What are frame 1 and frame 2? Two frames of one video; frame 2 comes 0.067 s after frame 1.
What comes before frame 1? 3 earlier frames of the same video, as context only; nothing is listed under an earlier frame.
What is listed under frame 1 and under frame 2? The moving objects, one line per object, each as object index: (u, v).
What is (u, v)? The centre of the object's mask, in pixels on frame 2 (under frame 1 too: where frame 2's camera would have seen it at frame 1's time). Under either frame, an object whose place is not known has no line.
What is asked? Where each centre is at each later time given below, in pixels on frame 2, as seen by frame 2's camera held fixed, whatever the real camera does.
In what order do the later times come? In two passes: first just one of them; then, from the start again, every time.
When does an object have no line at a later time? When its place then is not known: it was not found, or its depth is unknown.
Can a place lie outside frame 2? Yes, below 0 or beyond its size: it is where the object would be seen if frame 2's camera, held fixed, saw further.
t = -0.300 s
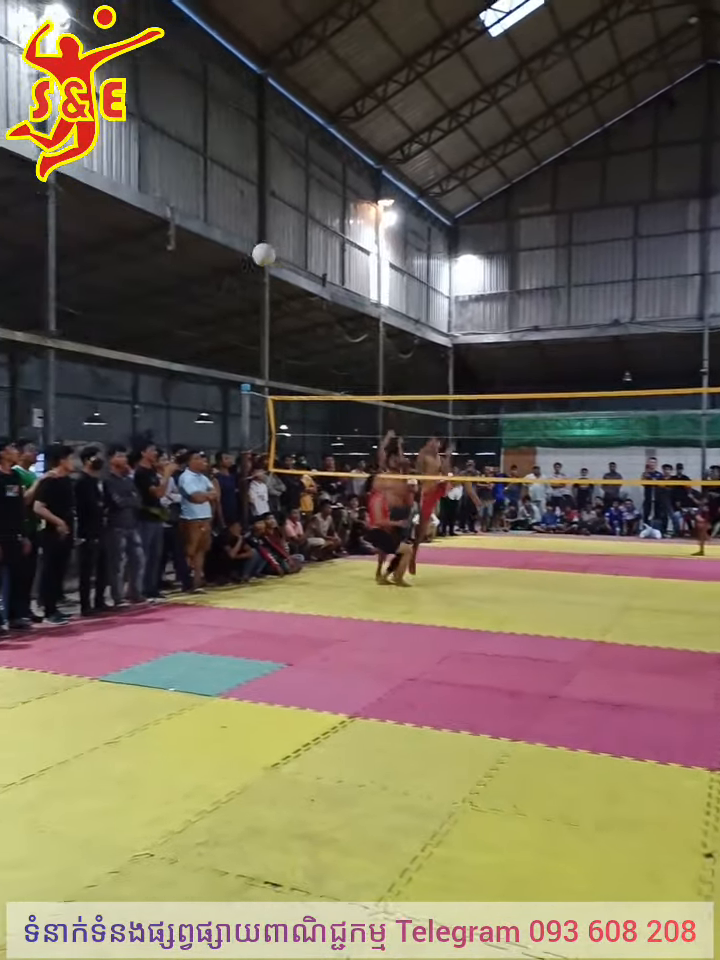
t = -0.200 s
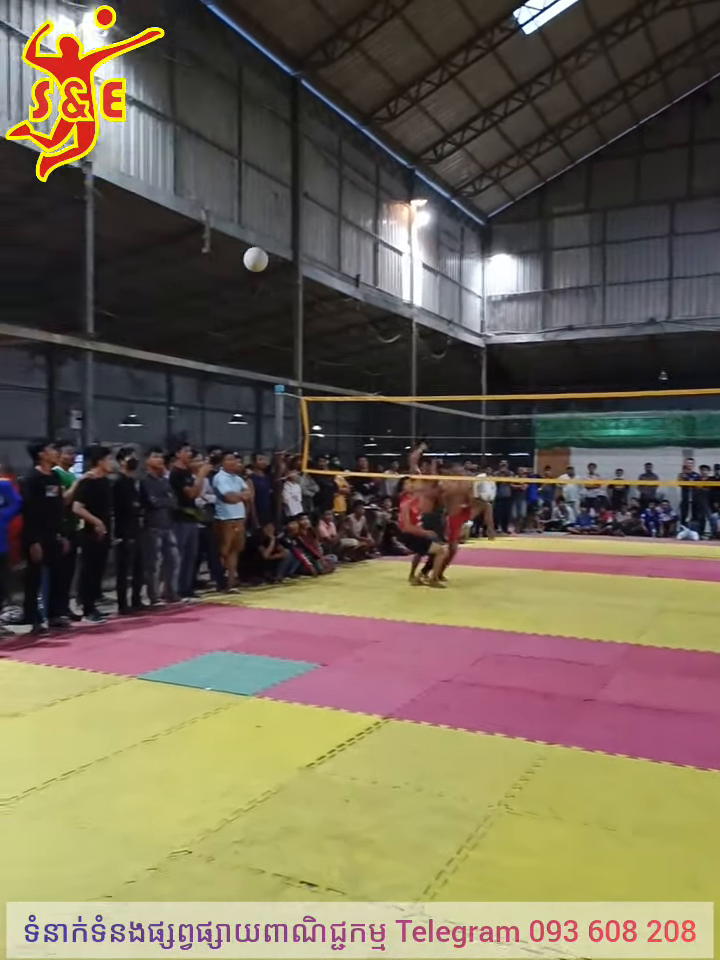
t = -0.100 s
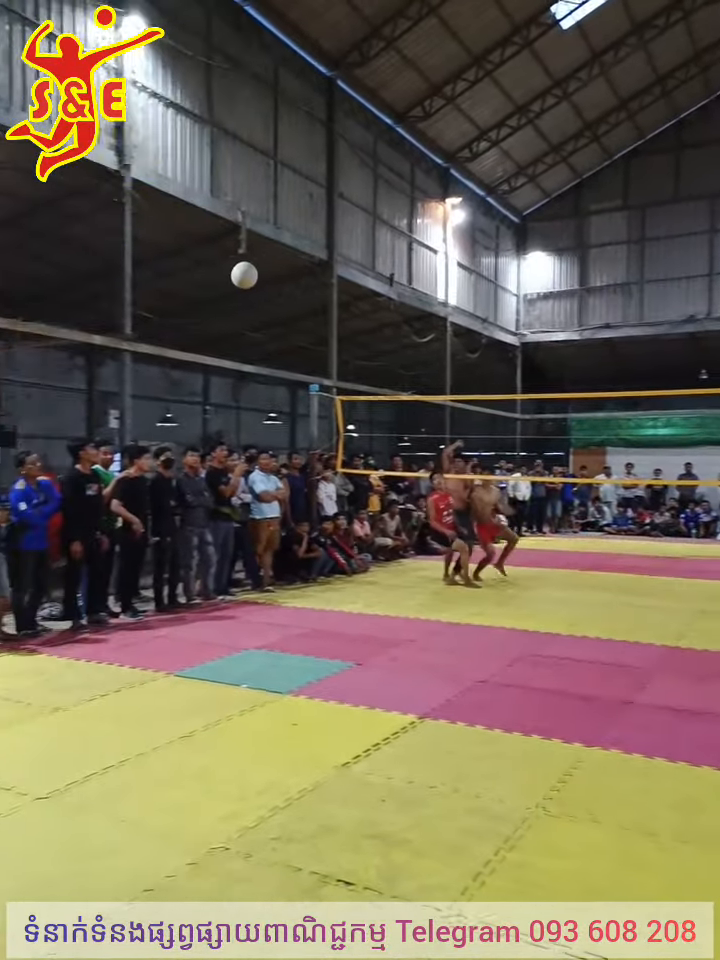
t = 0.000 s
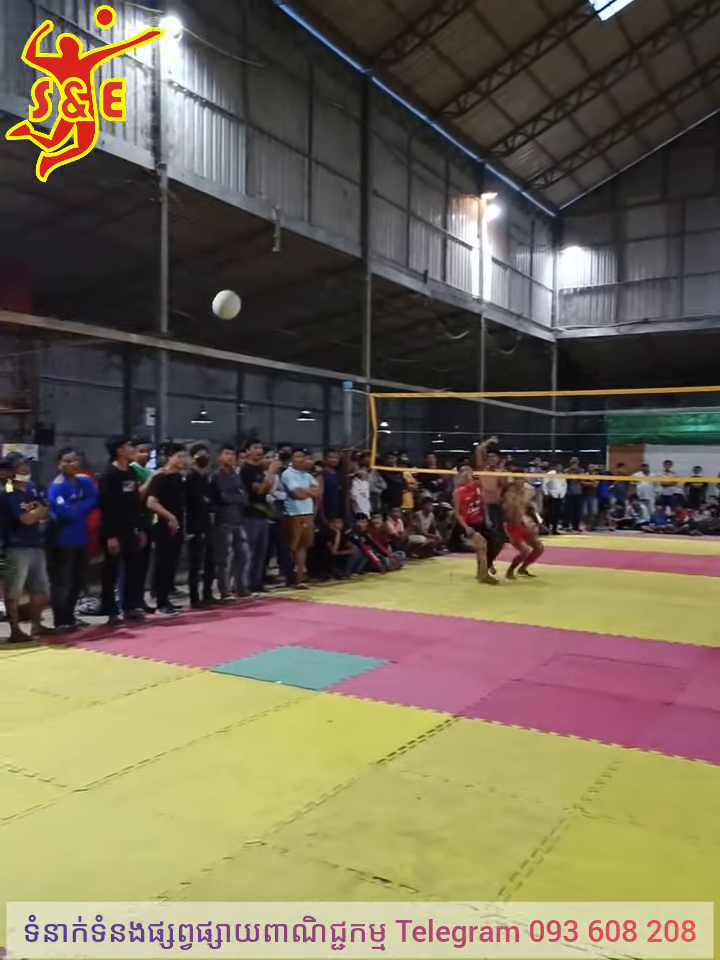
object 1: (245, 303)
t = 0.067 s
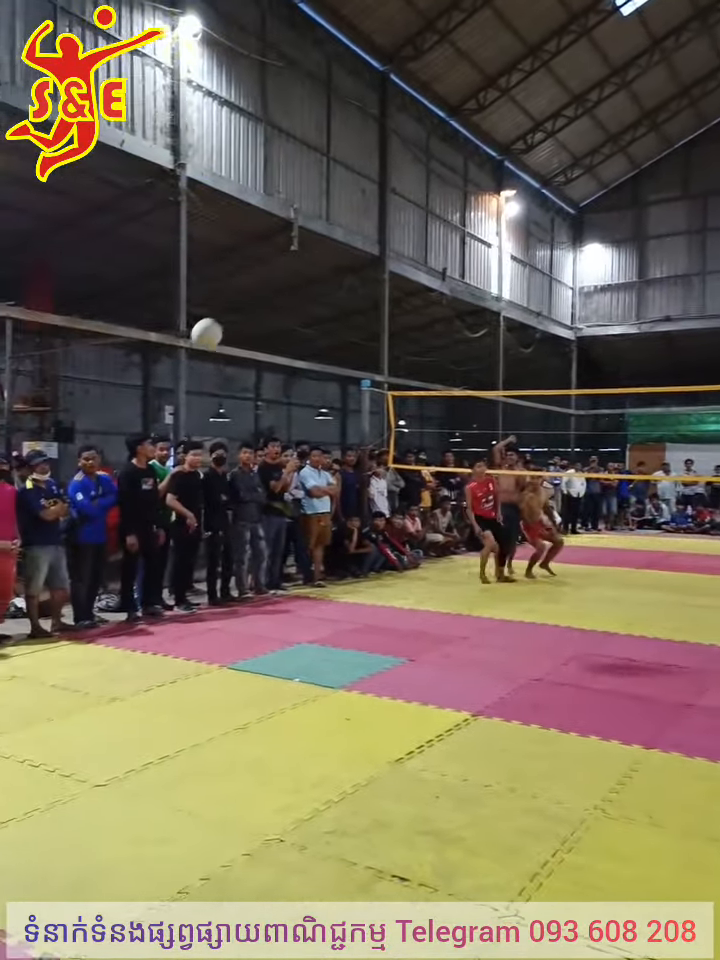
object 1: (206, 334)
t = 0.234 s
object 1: (93, 455)
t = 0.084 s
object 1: (196, 343)
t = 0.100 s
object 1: (185, 352)
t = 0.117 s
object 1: (174, 363)
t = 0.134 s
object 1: (163, 374)
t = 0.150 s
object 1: (152, 385)
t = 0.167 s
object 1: (141, 399)
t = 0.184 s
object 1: (129, 413)
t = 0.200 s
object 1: (117, 426)
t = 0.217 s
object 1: (105, 440)
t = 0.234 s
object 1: (93, 455)
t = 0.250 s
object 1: (80, 471)
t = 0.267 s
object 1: (66, 491)
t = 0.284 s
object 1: (54, 510)
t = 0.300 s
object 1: (41, 528)
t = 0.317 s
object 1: (26, 547)
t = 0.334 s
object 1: (13, 567)
